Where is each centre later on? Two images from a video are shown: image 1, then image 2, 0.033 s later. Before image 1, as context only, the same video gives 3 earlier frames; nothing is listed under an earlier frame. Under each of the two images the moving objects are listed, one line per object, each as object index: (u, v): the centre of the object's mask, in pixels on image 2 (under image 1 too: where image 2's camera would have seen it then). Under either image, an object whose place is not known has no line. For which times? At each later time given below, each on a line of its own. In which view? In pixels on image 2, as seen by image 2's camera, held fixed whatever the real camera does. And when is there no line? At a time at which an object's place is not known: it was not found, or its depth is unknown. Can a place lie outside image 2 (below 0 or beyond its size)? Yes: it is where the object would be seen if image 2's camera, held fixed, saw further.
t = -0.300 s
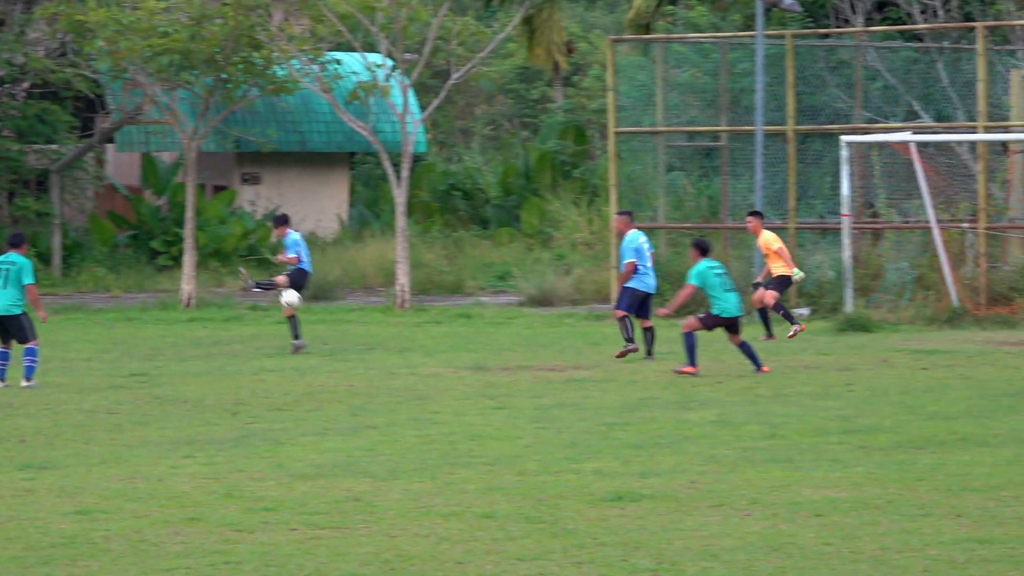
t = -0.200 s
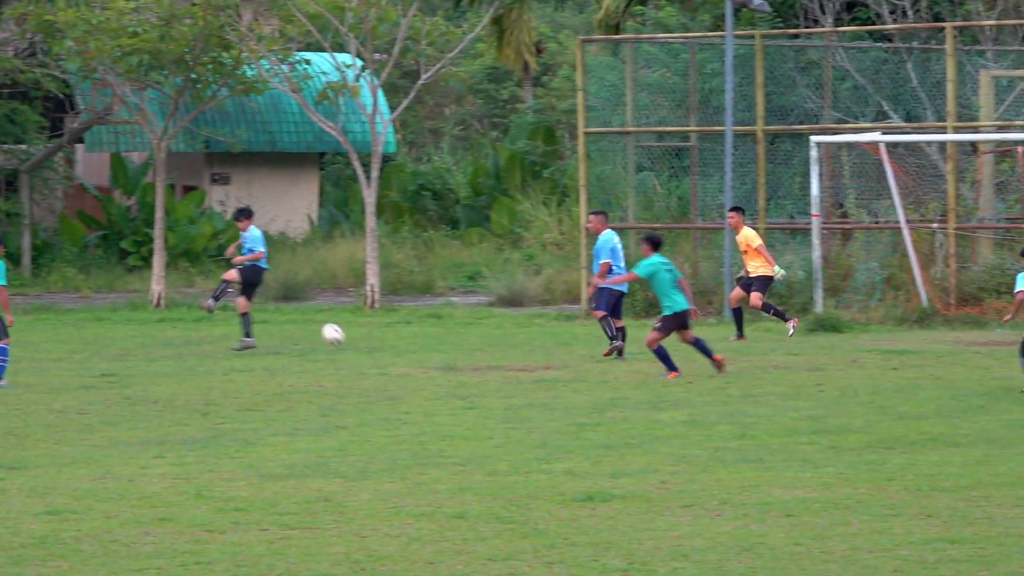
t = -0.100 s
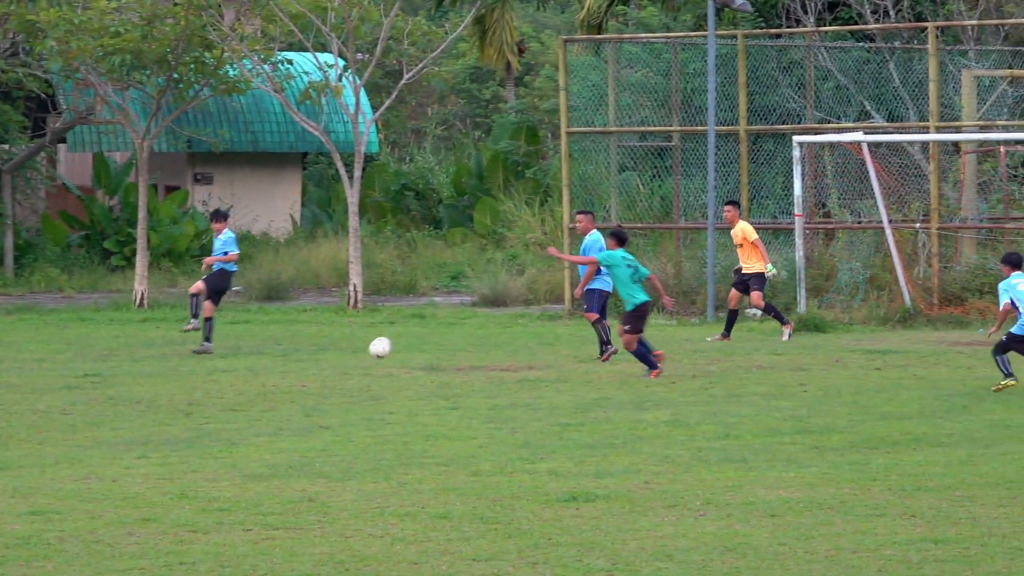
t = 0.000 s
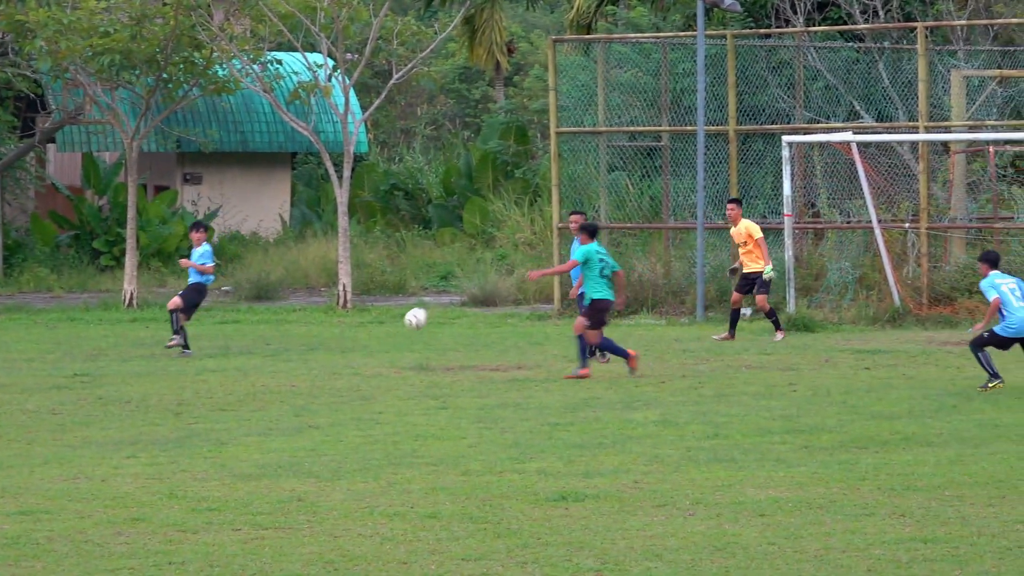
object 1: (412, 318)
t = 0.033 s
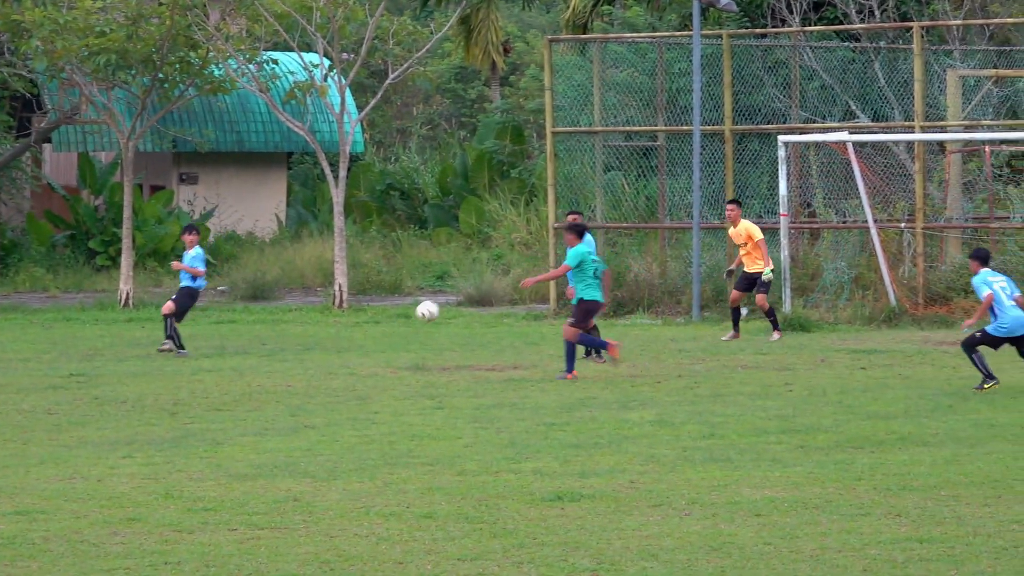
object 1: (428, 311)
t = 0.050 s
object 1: (435, 307)
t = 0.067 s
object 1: (443, 304)
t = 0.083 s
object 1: (451, 302)
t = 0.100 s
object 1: (459, 300)
